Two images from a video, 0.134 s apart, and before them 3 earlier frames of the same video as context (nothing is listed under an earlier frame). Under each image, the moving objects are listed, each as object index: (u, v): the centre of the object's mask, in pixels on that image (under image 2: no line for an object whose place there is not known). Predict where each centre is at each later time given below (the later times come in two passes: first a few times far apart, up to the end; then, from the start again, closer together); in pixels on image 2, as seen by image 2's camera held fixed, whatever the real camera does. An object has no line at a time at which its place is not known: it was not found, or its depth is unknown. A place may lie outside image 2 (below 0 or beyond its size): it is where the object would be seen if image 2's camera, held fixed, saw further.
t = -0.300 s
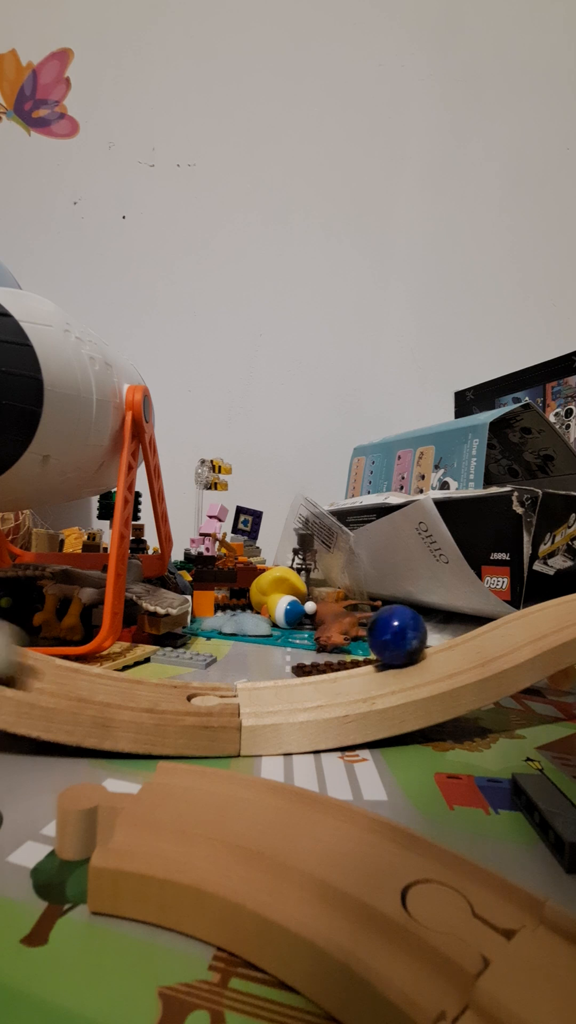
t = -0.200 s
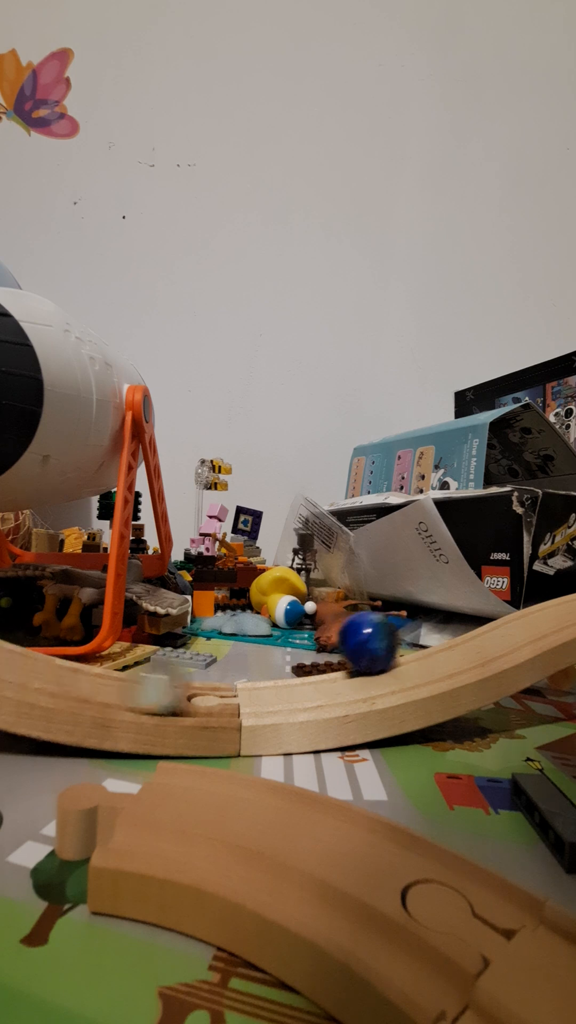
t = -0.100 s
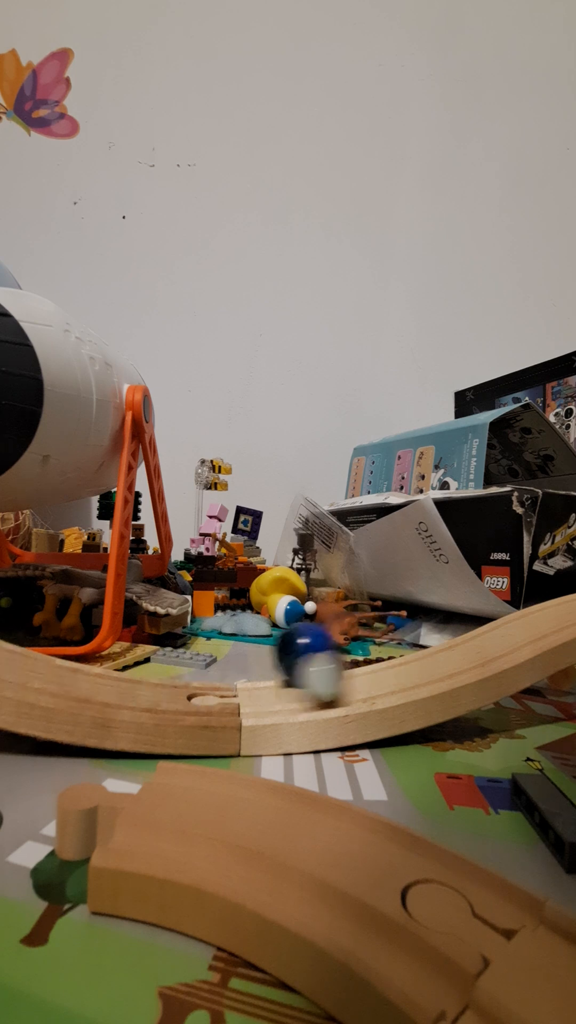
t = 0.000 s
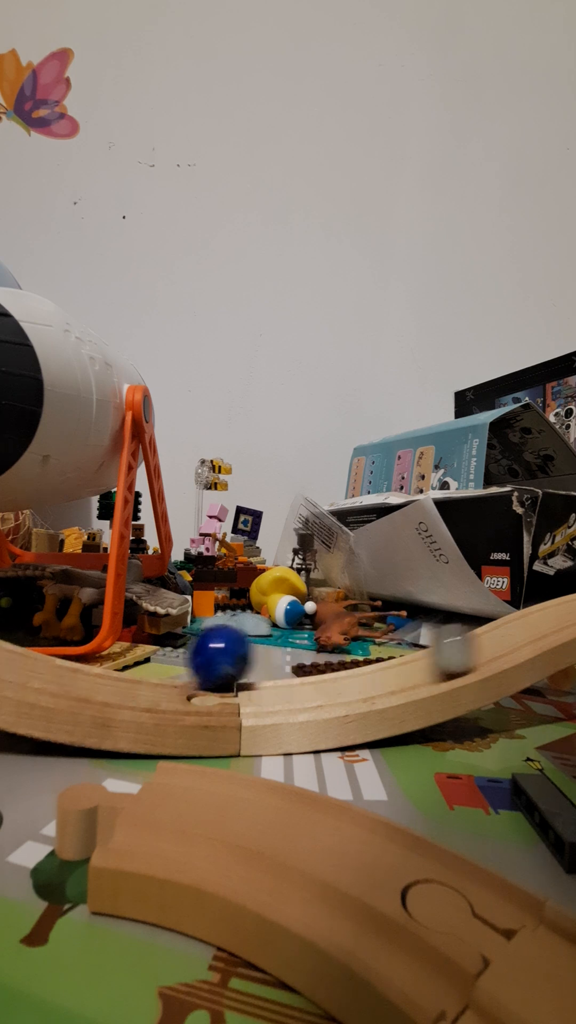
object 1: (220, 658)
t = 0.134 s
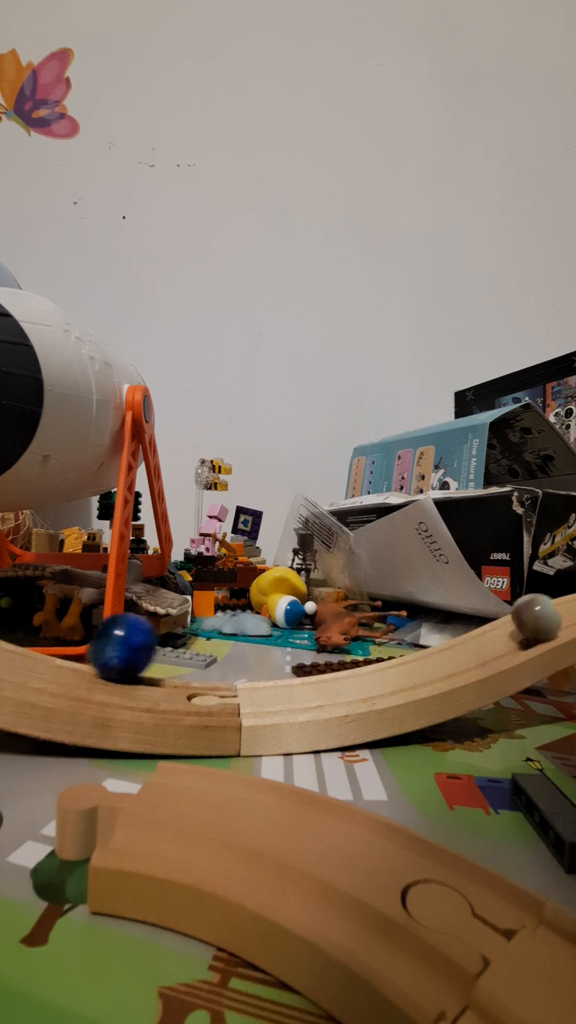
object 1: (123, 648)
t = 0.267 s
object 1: (87, 640)
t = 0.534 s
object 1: (220, 655)
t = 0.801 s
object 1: (366, 643)
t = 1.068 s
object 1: (312, 654)
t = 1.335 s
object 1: (138, 650)
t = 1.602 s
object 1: (152, 653)
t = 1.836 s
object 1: (292, 655)
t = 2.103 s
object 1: (347, 648)
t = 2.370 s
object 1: (217, 658)
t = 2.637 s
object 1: (136, 649)
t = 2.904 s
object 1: (231, 659)
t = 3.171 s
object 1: (331, 651)
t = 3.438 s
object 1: (288, 656)
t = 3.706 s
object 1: (170, 655)
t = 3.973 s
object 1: (192, 657)
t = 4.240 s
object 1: (297, 656)
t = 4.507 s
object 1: (293, 656)
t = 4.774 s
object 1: (200, 657)
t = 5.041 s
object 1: (194, 657)
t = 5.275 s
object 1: (257, 655)
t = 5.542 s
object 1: (289, 656)
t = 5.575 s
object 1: (285, 656)
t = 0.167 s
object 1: (106, 644)
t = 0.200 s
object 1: (95, 642)
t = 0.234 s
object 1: (88, 640)
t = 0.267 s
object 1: (87, 640)
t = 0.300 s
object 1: (89, 640)
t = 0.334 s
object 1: (97, 642)
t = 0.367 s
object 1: (109, 645)
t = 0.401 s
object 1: (125, 648)
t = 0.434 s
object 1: (144, 652)
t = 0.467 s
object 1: (167, 654)
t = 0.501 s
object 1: (191, 655)
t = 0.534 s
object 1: (220, 655)
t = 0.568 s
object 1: (242, 659)
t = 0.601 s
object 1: (267, 658)
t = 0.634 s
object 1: (291, 656)
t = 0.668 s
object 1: (311, 654)
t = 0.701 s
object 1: (329, 651)
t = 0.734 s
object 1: (345, 649)
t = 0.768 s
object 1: (358, 645)
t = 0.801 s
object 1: (366, 643)
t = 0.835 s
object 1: (372, 642)
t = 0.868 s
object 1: (373, 642)
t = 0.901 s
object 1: (372, 642)
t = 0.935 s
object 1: (367, 643)
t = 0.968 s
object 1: (358, 645)
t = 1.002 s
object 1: (346, 648)
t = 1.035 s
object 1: (329, 651)
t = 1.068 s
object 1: (312, 654)
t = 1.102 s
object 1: (290, 656)
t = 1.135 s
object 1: (263, 647)
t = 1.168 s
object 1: (241, 659)
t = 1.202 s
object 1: (218, 659)
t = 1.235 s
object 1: (194, 657)
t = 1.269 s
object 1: (173, 655)
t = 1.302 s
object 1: (154, 653)
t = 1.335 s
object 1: (138, 650)
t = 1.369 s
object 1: (126, 648)
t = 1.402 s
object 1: (118, 647)
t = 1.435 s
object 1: (113, 646)
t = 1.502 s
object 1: (117, 647)
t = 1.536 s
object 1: (125, 649)
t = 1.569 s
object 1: (137, 650)
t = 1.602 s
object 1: (152, 653)
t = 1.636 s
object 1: (170, 655)
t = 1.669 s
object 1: (189, 656)
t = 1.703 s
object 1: (210, 658)
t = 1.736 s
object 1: (229, 651)
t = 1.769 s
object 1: (255, 656)
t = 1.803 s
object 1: (274, 657)
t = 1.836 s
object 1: (292, 655)
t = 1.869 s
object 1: (309, 654)
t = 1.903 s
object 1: (323, 652)
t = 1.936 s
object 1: (335, 650)
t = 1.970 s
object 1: (344, 649)
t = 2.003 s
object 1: (350, 648)
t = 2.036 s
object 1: (353, 646)
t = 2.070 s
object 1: (352, 646)
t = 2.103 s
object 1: (347, 648)
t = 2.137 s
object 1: (339, 649)
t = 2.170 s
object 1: (327, 651)
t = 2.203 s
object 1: (314, 654)
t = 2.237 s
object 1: (298, 655)
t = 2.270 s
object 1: (280, 657)
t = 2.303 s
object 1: (259, 658)
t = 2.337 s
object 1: (239, 648)
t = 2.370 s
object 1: (217, 658)
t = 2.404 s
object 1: (199, 657)
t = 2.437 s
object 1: (182, 656)
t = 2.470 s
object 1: (166, 655)
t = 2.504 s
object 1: (153, 653)
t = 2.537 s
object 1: (144, 651)
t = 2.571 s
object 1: (138, 650)
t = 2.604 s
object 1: (136, 649)
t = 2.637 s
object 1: (136, 649)
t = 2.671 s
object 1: (138, 650)
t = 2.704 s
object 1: (144, 651)
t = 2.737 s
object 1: (152, 652)
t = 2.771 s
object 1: (165, 654)
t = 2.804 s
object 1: (179, 655)
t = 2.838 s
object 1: (196, 656)
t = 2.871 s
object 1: (213, 658)
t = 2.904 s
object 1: (231, 659)
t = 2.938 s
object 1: (246, 650)
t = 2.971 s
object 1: (269, 653)
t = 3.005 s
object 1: (283, 657)
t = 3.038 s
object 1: (297, 655)
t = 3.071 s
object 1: (310, 654)
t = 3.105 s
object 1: (319, 653)
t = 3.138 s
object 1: (326, 651)
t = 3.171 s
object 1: (331, 651)
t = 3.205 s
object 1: (334, 650)
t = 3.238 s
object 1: (334, 650)
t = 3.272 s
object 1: (333, 650)
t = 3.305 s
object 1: (329, 651)
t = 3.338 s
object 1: (322, 652)
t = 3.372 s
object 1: (313, 653)
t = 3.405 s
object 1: (302, 655)
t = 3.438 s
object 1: (288, 656)
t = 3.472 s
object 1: (272, 658)
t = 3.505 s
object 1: (256, 658)
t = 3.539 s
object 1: (238, 649)
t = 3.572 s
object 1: (219, 656)
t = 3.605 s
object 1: (206, 658)
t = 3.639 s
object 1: (192, 657)
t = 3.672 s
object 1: (180, 656)
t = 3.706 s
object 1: (170, 655)
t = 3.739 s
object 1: (161, 654)
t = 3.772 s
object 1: (156, 654)
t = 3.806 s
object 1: (155, 653)
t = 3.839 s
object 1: (157, 653)
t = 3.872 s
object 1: (162, 654)
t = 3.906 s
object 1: (170, 655)
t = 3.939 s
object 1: (181, 656)
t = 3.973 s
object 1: (192, 657)
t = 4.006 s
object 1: (205, 658)
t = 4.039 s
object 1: (220, 659)
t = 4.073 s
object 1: (234, 659)
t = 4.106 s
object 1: (246, 654)
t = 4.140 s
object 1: (264, 648)
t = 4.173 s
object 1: (277, 656)
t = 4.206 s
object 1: (287, 656)
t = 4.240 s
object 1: (297, 656)
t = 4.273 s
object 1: (304, 654)
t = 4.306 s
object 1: (310, 654)
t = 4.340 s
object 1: (314, 653)
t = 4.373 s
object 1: (314, 653)
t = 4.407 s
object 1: (313, 654)
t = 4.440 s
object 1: (308, 654)
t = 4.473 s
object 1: (302, 655)
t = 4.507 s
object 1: (293, 656)
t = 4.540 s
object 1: (283, 657)
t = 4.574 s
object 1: (271, 658)
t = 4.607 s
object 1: (258, 658)
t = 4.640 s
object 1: (245, 659)
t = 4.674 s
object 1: (234, 657)
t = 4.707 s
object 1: (222, 650)
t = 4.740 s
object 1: (207, 652)
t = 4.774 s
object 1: (200, 657)
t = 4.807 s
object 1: (193, 657)
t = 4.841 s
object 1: (188, 657)
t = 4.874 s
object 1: (185, 656)
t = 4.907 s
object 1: (183, 656)
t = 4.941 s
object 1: (183, 656)
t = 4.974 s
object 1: (185, 656)
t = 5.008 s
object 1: (189, 656)
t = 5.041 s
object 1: (194, 657)
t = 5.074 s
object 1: (201, 657)
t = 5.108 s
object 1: (209, 658)
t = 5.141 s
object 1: (219, 659)
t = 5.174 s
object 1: (230, 659)
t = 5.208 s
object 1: (240, 659)
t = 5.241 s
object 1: (250, 658)
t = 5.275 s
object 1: (257, 655)
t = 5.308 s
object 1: (266, 648)
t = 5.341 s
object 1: (278, 650)
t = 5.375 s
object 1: (283, 655)
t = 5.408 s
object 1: (286, 656)
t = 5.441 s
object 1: (289, 656)
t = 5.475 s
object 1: (290, 655)
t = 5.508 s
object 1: (290, 656)
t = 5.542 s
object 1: (289, 656)
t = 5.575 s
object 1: (285, 656)
